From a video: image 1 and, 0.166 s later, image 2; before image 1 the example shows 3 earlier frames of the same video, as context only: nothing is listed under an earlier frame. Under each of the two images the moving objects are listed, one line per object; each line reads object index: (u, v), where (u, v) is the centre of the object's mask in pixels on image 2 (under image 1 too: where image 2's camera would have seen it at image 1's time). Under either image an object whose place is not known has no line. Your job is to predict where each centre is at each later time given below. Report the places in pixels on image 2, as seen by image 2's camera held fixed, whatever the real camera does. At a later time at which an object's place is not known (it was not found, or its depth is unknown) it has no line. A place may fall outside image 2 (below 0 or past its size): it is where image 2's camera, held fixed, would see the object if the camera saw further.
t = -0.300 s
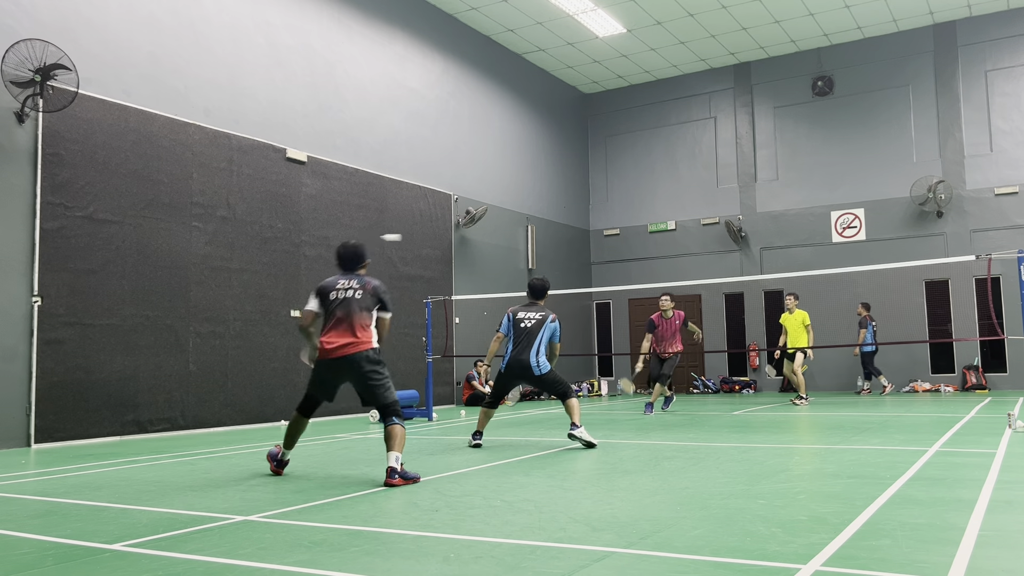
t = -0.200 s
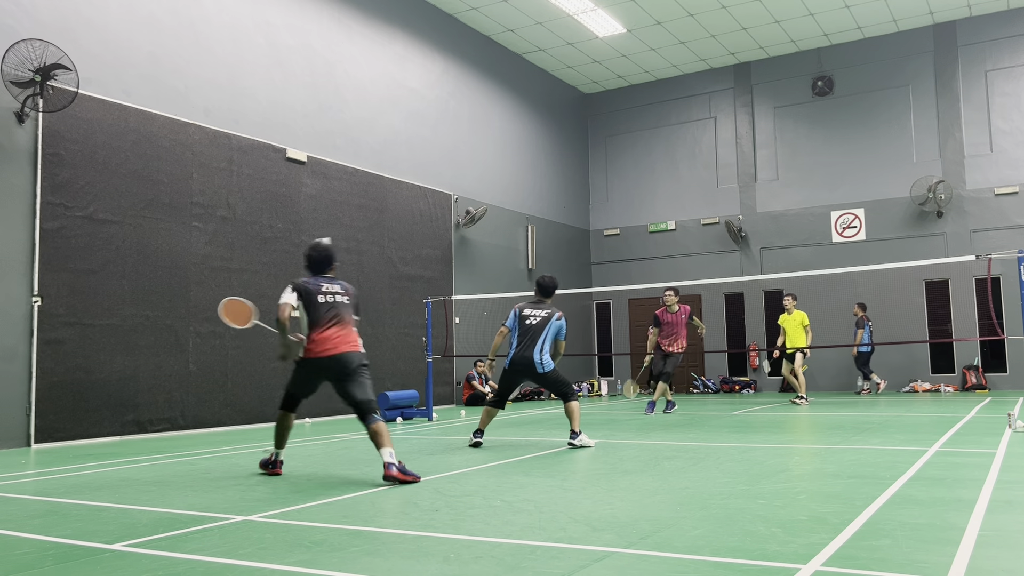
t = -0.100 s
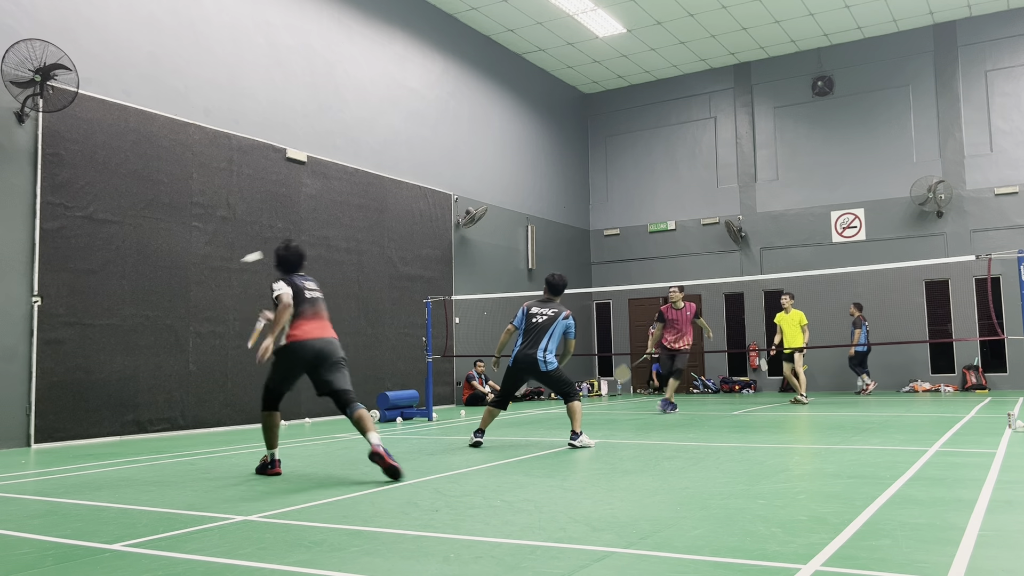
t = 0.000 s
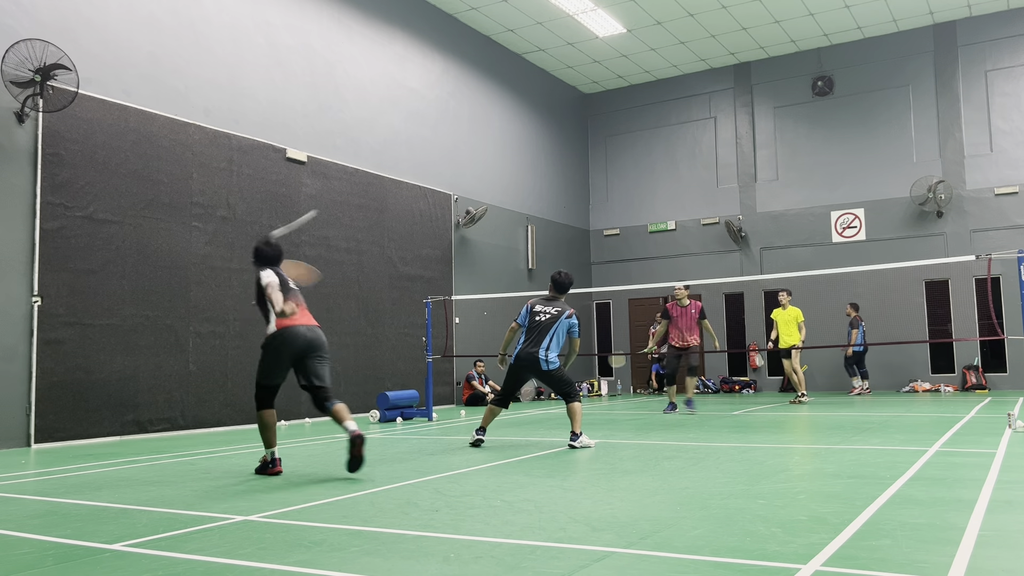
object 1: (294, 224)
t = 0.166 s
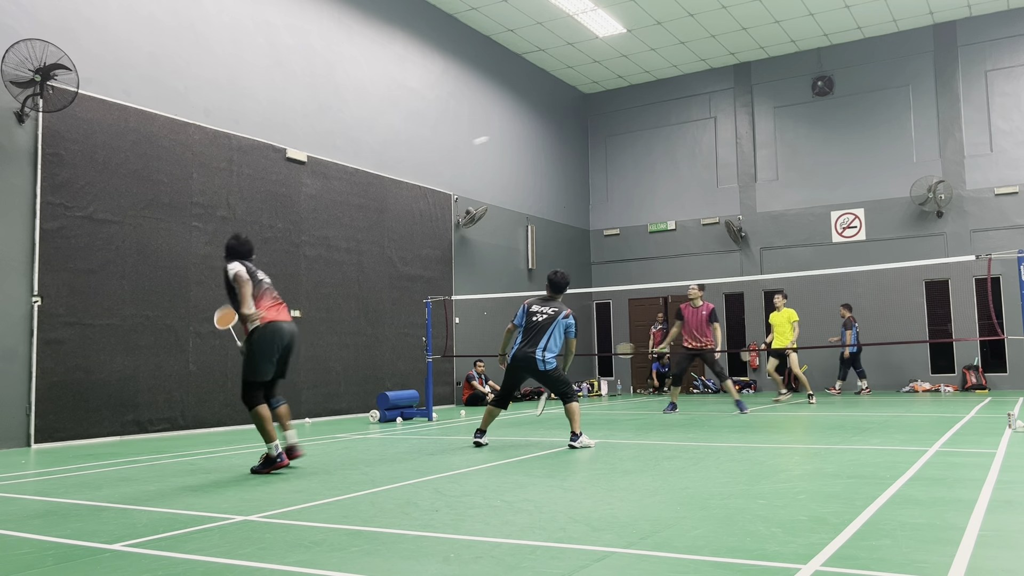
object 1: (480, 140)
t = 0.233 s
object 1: (516, 129)
